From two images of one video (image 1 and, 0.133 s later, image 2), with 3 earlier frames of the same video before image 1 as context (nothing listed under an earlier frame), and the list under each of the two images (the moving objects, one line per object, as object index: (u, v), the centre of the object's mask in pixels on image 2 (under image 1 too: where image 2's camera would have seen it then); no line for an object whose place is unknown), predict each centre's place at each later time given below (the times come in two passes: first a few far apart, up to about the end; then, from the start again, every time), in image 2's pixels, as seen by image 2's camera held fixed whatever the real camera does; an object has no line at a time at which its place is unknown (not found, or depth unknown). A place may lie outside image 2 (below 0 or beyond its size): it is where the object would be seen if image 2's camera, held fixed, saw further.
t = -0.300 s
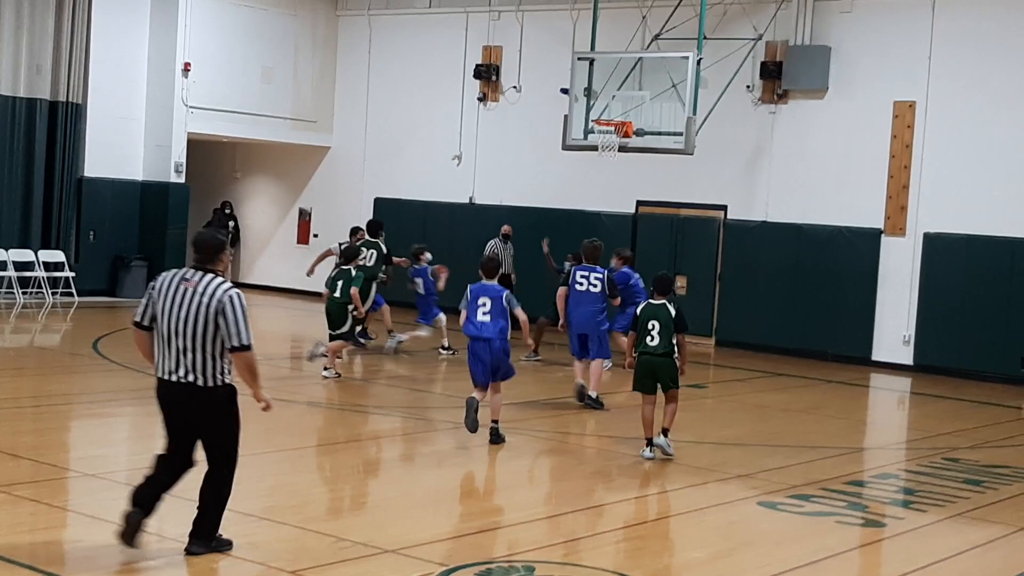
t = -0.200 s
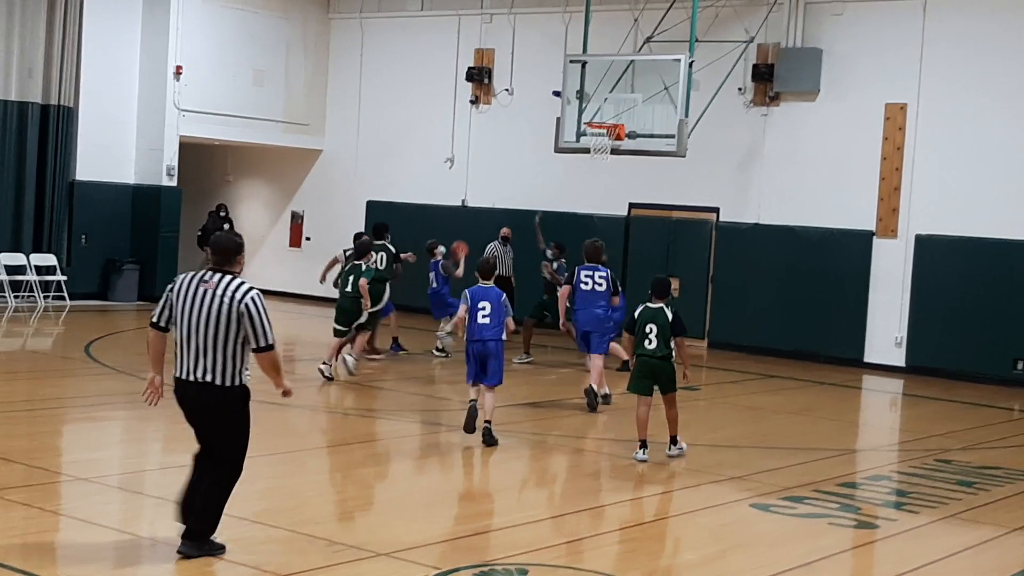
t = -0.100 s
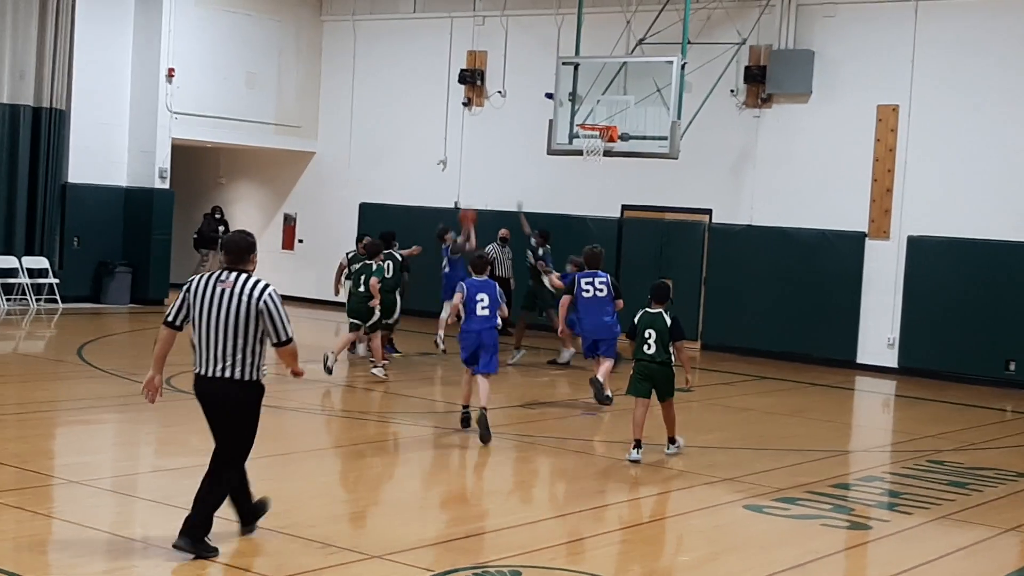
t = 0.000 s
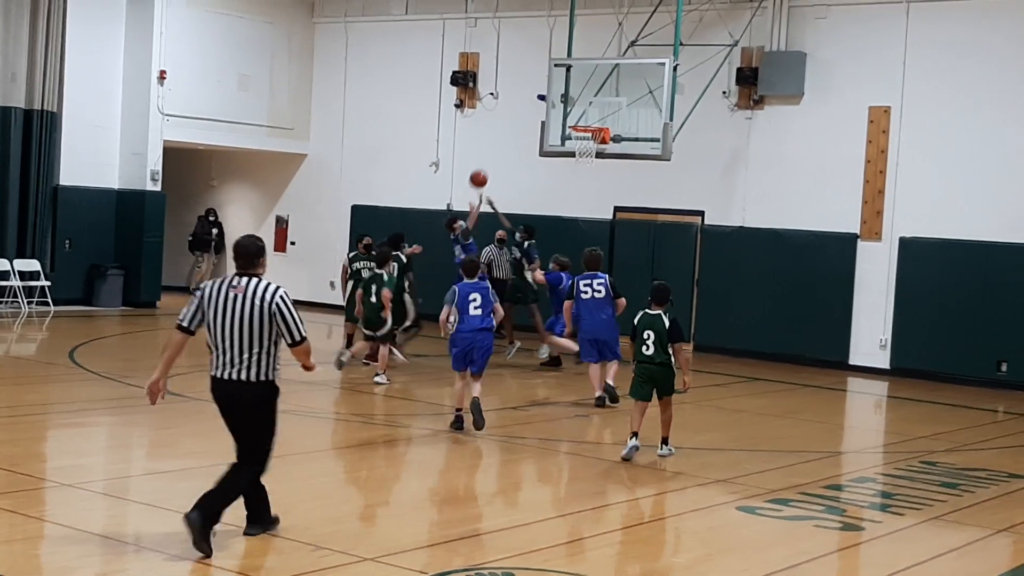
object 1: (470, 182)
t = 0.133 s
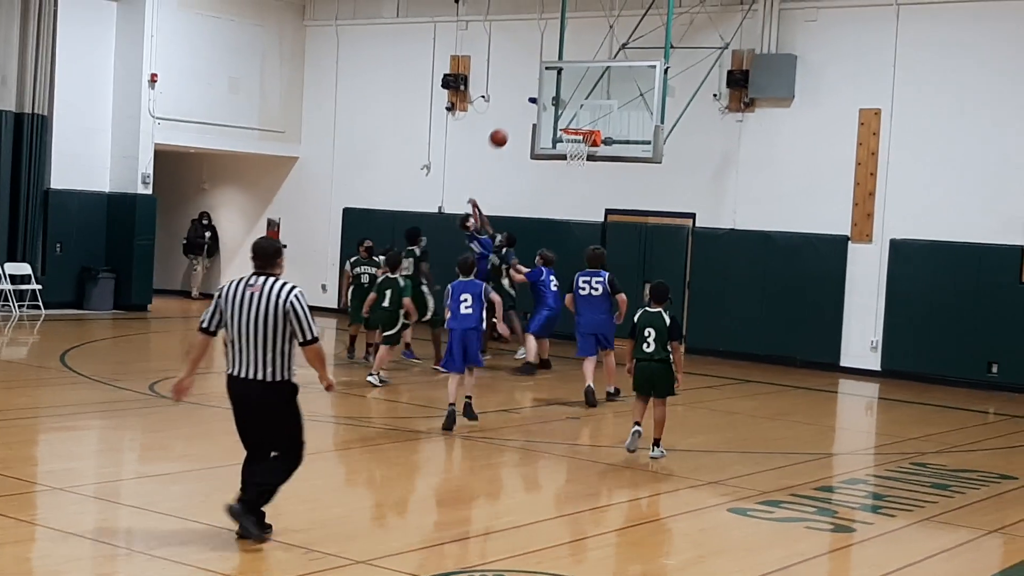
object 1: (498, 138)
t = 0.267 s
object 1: (525, 109)
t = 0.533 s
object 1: (576, 91)
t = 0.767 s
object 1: (578, 120)
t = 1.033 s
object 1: (573, 159)
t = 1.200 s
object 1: (572, 186)
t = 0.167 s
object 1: (505, 129)
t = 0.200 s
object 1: (512, 122)
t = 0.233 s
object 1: (518, 114)
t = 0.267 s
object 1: (525, 109)
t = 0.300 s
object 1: (532, 103)
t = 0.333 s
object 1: (538, 99)
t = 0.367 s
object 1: (545, 96)
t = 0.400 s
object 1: (551, 93)
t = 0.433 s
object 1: (558, 91)
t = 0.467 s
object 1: (564, 90)
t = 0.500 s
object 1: (570, 90)
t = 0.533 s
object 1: (576, 91)
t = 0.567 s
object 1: (581, 92)
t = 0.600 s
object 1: (581, 95)
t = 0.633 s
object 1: (581, 99)
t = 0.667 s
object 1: (580, 103)
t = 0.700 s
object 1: (580, 108)
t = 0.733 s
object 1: (579, 114)
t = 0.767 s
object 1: (578, 120)
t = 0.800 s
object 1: (577, 128)
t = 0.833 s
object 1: (577, 134)
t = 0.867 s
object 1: (576, 139)
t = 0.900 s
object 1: (574, 143)
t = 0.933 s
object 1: (573, 146)
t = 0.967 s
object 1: (573, 153)
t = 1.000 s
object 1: (573, 154)
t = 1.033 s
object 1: (573, 159)
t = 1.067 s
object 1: (573, 163)
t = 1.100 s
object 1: (573, 167)
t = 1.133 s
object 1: (572, 173)
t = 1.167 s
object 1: (572, 179)
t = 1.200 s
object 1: (572, 186)
